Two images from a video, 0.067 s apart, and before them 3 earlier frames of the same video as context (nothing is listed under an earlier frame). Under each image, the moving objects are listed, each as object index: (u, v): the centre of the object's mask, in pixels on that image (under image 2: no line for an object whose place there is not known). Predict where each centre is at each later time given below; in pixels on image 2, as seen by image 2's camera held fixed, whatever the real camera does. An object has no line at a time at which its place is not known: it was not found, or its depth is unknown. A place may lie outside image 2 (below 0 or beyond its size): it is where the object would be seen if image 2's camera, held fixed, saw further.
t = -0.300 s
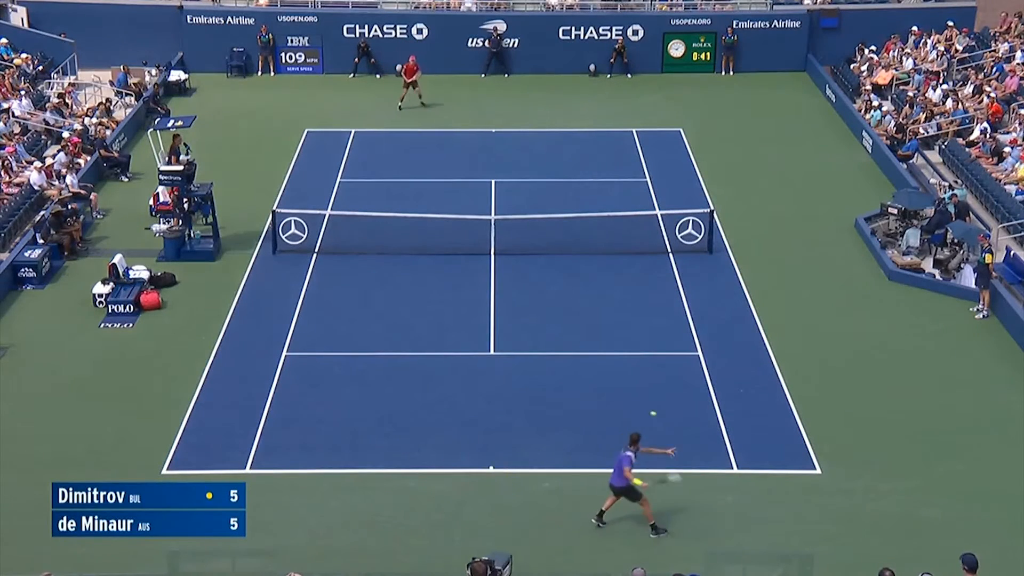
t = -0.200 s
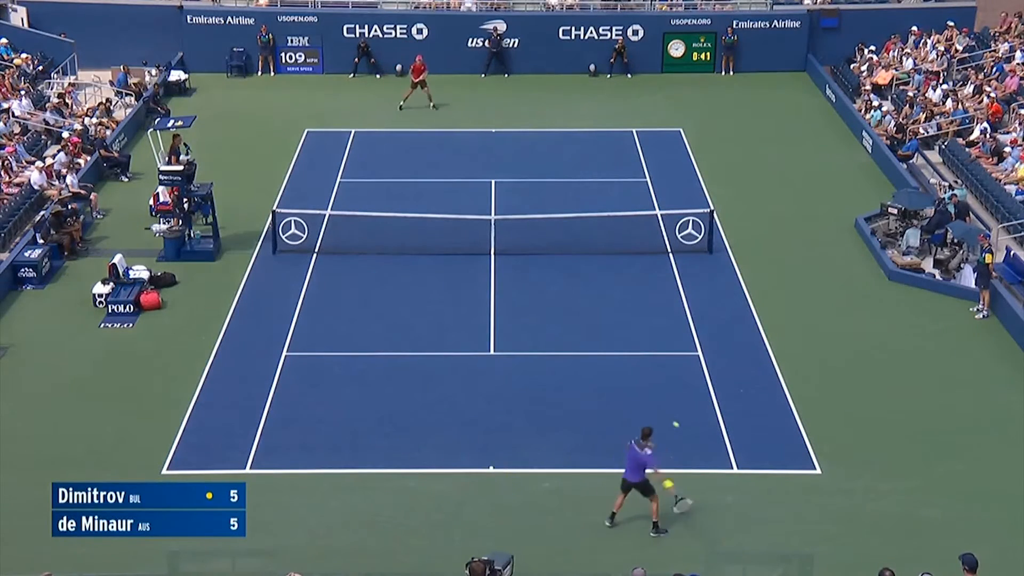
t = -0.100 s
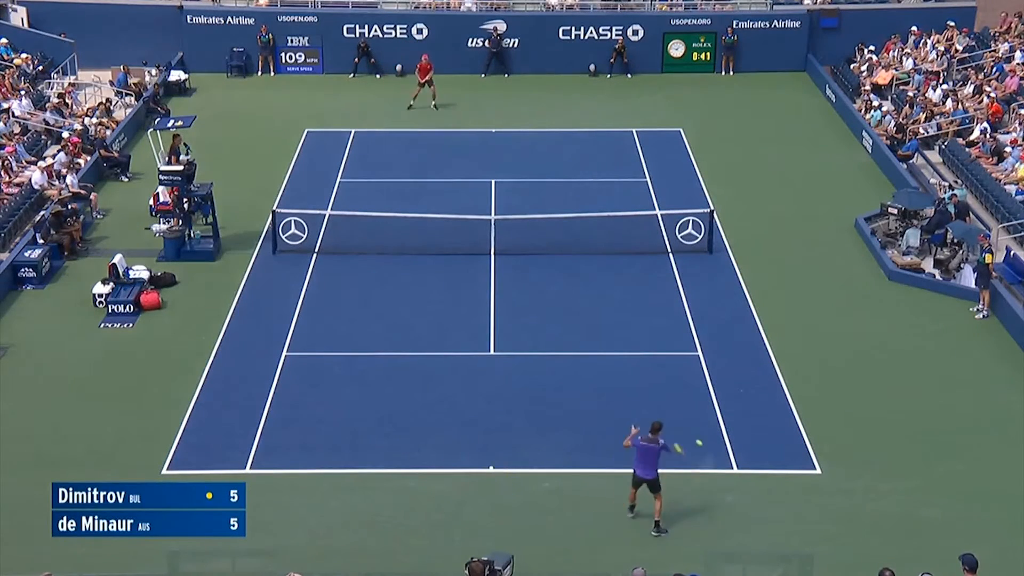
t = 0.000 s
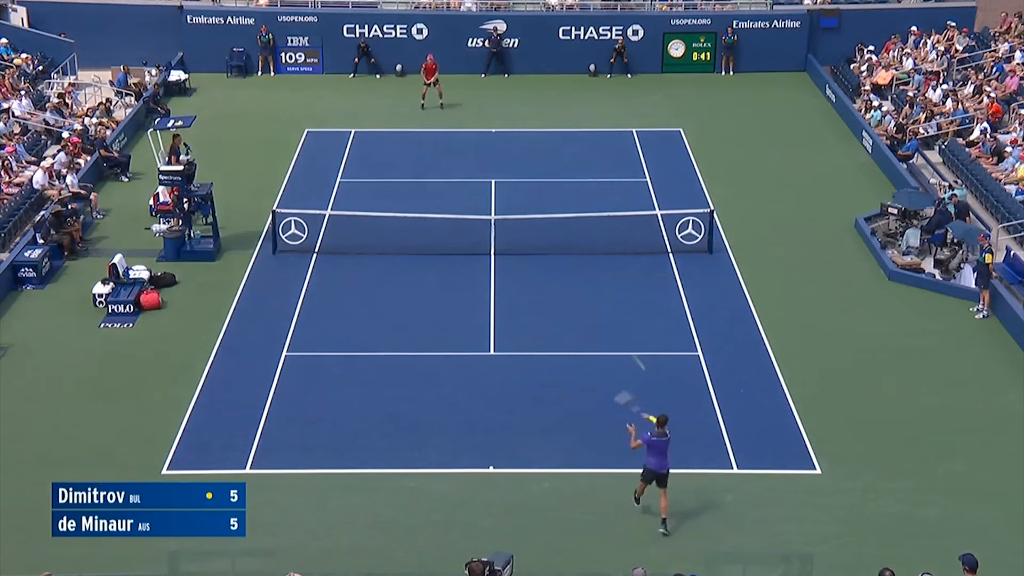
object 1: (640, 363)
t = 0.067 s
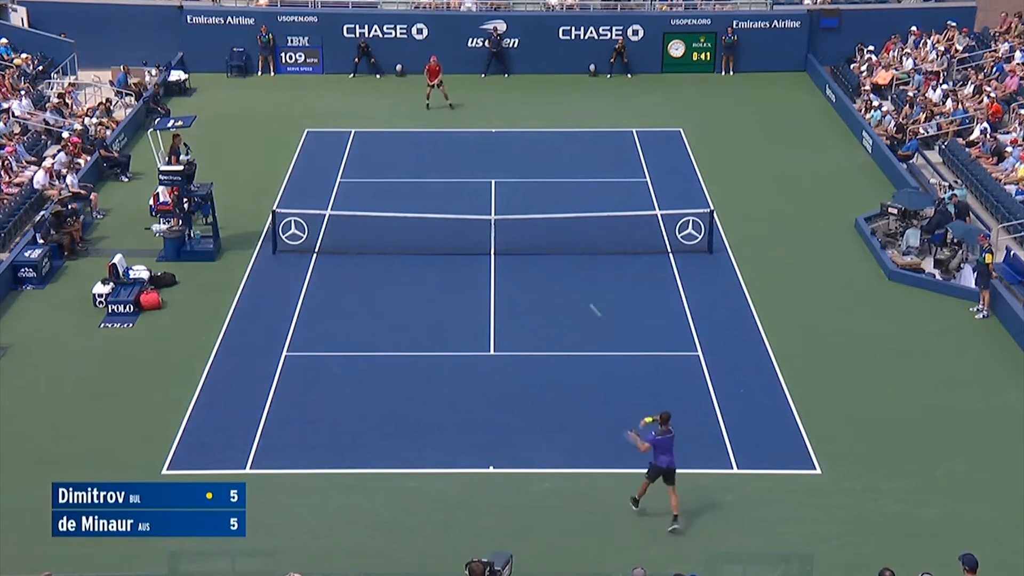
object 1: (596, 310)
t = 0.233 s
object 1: (513, 226)
